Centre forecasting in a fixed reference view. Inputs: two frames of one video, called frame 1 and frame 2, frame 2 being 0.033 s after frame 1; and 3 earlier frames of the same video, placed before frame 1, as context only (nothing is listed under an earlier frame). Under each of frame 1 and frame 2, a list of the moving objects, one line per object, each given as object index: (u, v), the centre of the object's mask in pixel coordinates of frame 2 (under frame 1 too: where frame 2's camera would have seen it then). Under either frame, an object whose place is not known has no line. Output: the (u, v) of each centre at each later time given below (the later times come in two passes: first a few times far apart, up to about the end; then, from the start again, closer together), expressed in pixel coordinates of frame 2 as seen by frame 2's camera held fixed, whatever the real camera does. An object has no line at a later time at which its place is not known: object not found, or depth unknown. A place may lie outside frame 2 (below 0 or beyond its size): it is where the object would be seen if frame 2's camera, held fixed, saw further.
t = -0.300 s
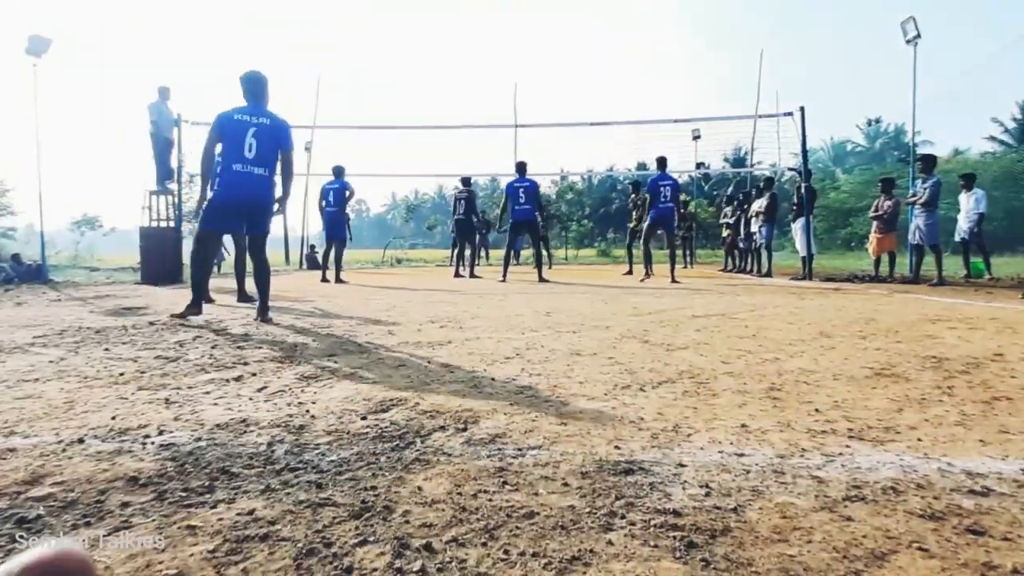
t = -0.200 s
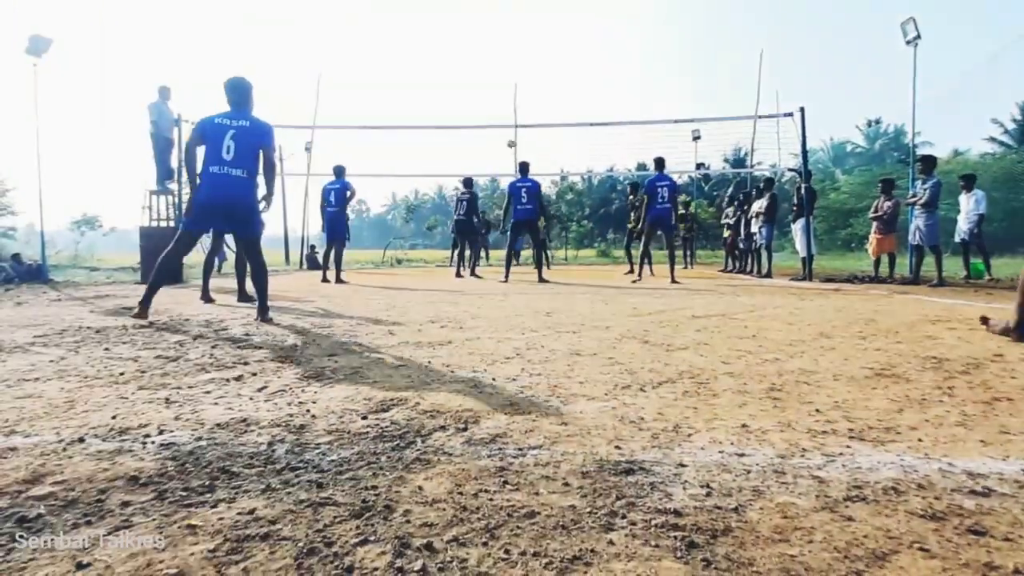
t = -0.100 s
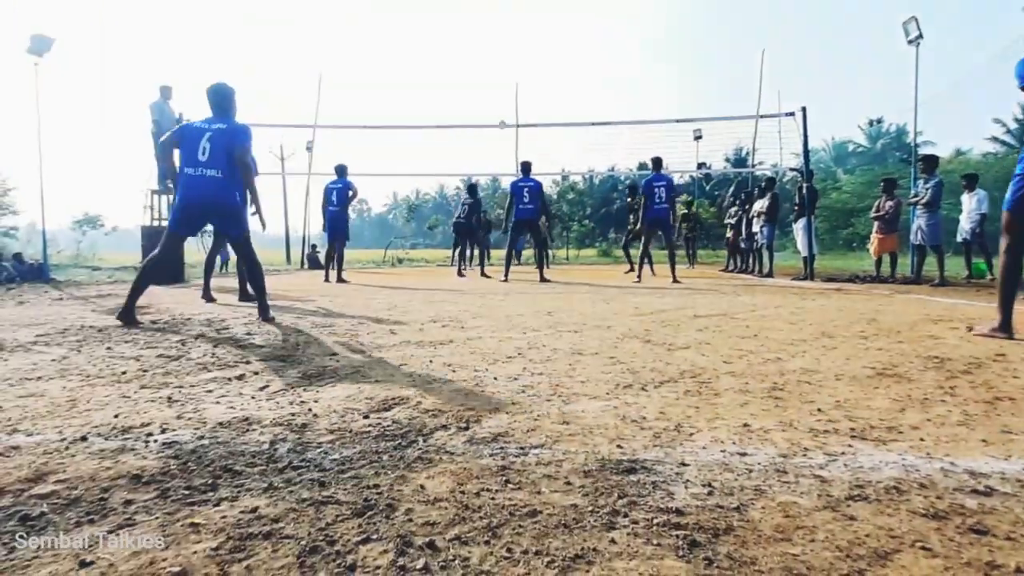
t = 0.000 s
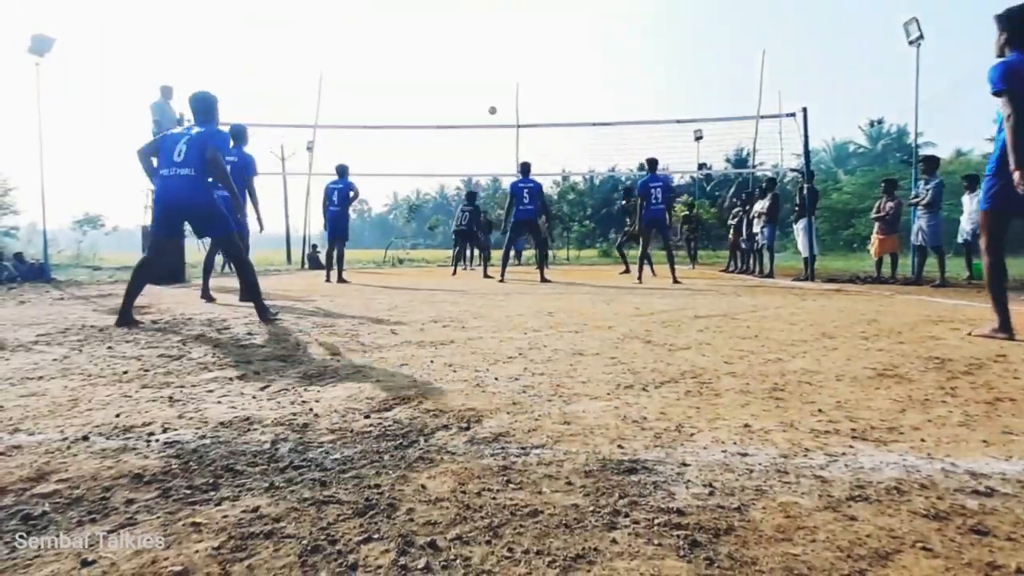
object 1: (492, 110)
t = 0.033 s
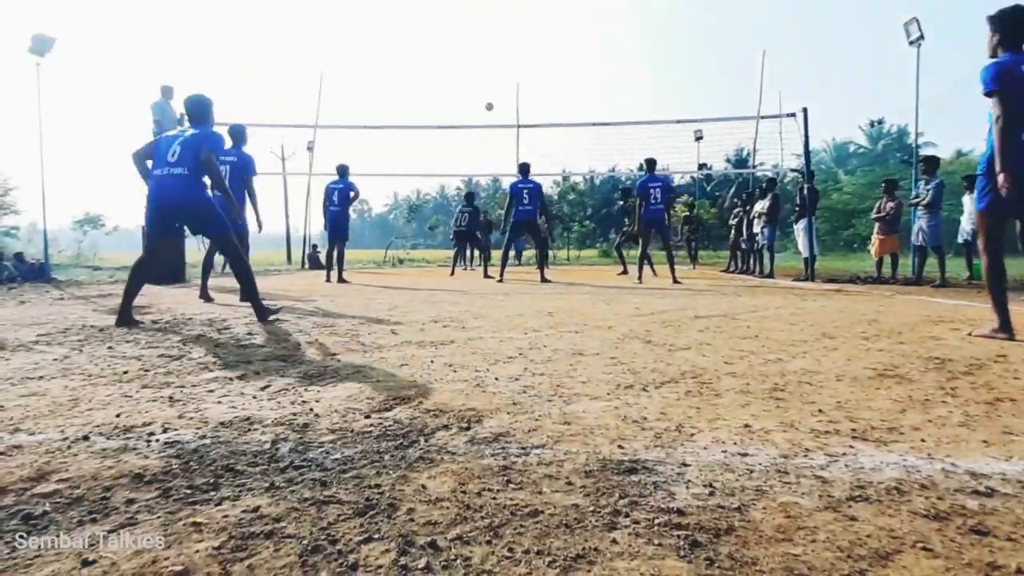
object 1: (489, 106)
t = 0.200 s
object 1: (475, 95)
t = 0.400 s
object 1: (452, 92)
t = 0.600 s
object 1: (429, 108)
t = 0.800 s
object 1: (405, 145)
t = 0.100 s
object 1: (485, 103)
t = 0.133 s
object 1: (482, 100)
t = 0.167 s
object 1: (478, 97)
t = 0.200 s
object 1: (475, 95)
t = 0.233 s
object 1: (471, 93)
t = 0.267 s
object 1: (467, 92)
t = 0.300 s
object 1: (464, 91)
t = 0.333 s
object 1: (460, 91)
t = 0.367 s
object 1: (456, 91)
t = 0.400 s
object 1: (452, 92)
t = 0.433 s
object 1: (449, 93)
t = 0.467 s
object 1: (445, 95)
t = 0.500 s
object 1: (441, 98)
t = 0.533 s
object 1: (437, 101)
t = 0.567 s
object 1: (433, 104)
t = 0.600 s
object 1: (429, 108)
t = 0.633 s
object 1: (425, 112)
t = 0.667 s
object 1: (421, 118)
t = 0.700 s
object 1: (417, 123)
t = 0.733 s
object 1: (413, 131)
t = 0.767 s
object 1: (409, 137)
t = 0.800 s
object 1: (405, 145)
